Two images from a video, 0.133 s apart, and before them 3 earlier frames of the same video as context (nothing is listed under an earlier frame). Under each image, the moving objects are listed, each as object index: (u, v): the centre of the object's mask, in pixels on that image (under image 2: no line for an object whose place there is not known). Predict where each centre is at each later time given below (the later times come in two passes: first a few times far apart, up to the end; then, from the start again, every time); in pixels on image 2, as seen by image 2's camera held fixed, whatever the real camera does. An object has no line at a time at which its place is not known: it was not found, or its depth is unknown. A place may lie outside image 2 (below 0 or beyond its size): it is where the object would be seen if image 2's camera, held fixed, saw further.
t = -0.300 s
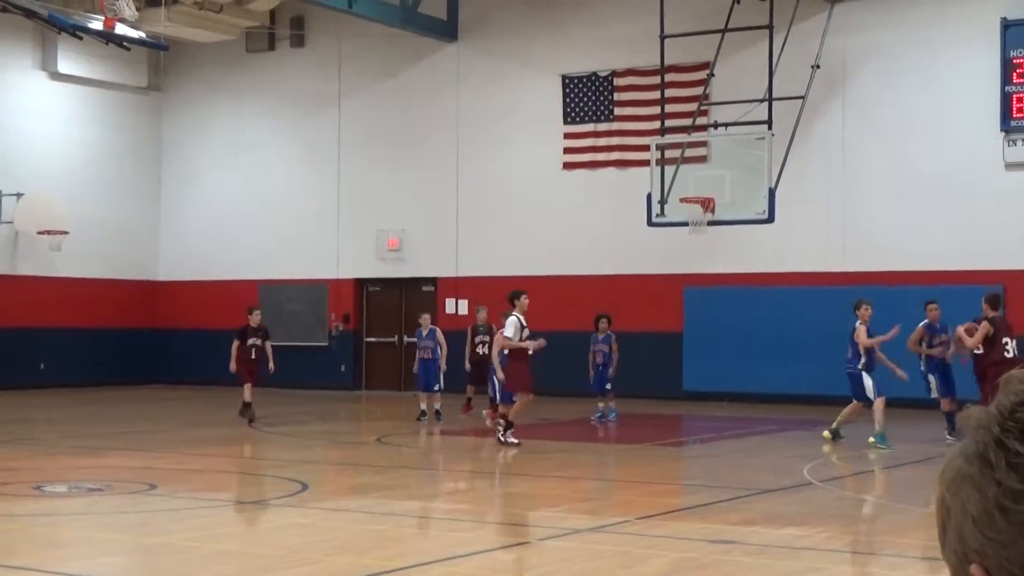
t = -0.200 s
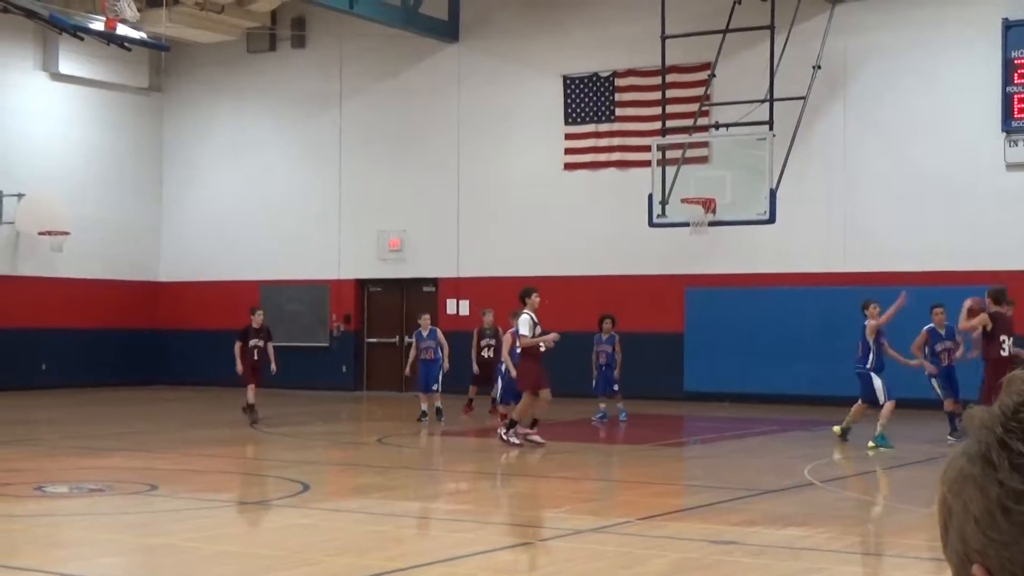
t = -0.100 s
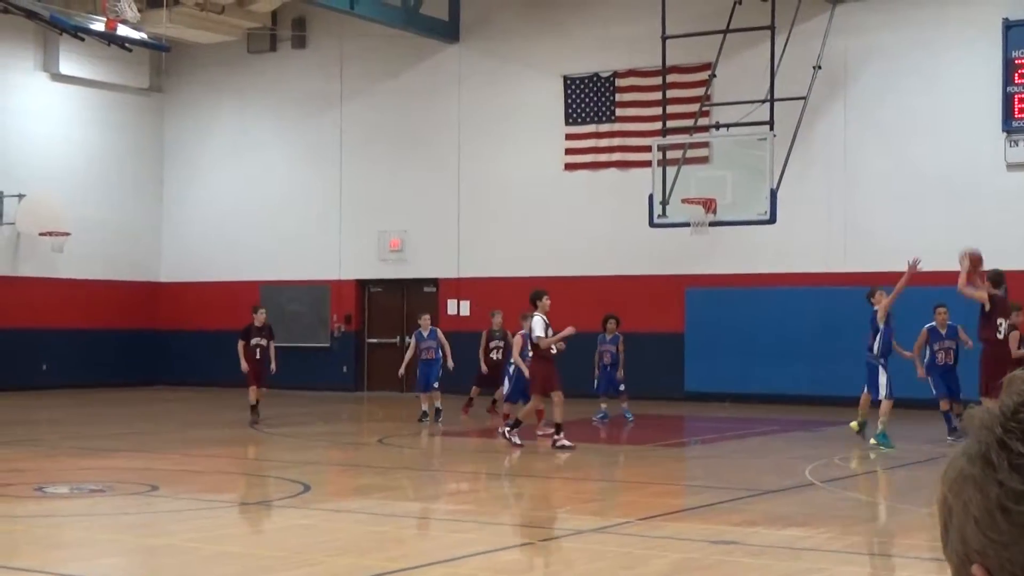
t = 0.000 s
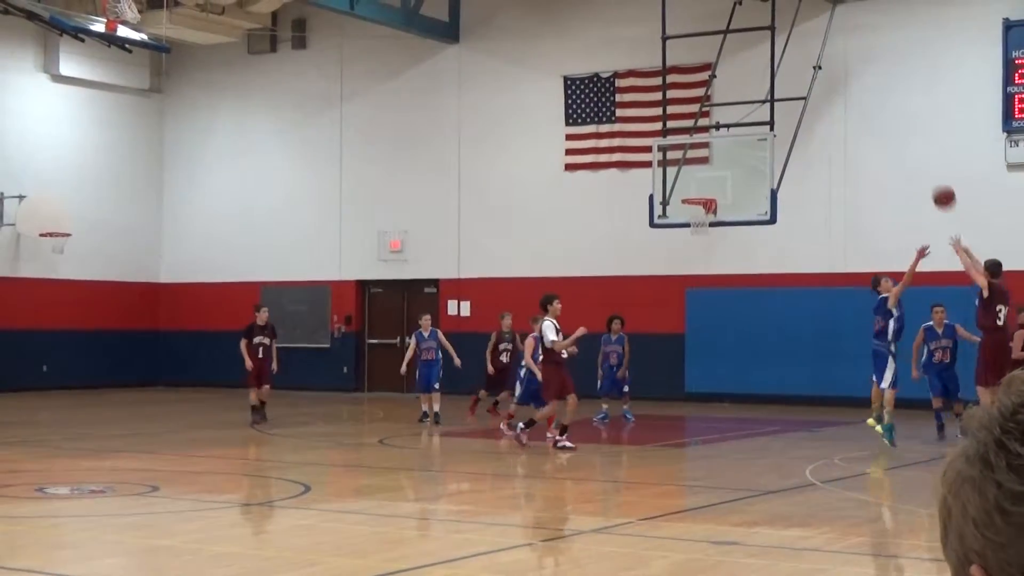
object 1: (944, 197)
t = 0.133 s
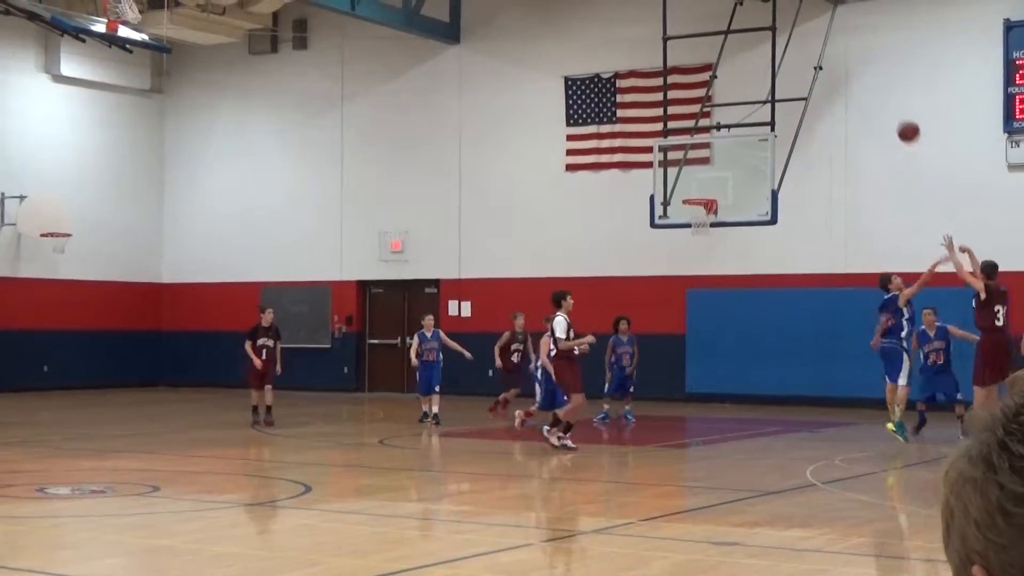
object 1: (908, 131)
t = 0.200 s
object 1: (890, 106)
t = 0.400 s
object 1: (843, 57)
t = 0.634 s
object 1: (794, 45)
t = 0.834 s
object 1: (757, 67)
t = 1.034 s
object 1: (723, 117)
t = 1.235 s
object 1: (692, 188)
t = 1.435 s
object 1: (661, 175)
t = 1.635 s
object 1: (627, 177)
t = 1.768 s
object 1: (603, 193)
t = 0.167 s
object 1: (899, 118)
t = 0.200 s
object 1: (890, 106)
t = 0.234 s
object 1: (882, 95)
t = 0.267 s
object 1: (874, 85)
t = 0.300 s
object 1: (866, 77)
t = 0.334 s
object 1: (858, 69)
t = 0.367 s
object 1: (851, 63)
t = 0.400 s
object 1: (843, 57)
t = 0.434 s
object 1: (836, 53)
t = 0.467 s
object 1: (829, 49)
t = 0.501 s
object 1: (822, 46)
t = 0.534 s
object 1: (814, 44)
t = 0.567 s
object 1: (808, 43)
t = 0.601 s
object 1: (801, 44)
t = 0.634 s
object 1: (794, 45)
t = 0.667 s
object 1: (788, 47)
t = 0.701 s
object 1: (782, 49)
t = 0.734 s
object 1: (775, 53)
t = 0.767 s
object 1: (769, 57)
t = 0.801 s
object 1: (763, 62)
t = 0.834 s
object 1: (757, 67)
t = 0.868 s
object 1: (751, 74)
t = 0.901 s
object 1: (745, 81)
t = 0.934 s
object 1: (739, 89)
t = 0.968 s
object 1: (734, 97)
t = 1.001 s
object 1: (728, 106)
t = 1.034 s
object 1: (723, 117)
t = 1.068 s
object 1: (717, 127)
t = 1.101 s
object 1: (713, 137)
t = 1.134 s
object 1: (707, 150)
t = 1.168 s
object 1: (701, 162)
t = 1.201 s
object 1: (696, 175)
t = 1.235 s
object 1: (692, 188)
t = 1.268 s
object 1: (687, 193)
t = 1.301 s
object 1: (684, 189)
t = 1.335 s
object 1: (679, 185)
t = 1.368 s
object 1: (673, 181)
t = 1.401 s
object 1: (668, 177)
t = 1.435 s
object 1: (661, 175)
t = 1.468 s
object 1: (655, 174)
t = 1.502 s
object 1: (650, 173)
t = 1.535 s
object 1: (644, 173)
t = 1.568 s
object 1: (638, 173)
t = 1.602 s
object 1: (633, 174)
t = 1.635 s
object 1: (627, 177)
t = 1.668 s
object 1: (621, 179)
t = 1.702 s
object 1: (615, 183)
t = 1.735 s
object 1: (609, 188)
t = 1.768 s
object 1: (603, 193)
